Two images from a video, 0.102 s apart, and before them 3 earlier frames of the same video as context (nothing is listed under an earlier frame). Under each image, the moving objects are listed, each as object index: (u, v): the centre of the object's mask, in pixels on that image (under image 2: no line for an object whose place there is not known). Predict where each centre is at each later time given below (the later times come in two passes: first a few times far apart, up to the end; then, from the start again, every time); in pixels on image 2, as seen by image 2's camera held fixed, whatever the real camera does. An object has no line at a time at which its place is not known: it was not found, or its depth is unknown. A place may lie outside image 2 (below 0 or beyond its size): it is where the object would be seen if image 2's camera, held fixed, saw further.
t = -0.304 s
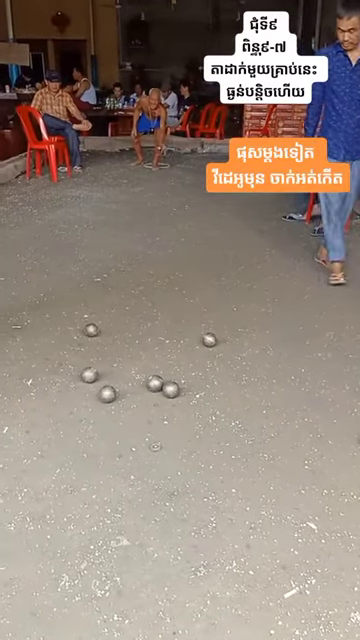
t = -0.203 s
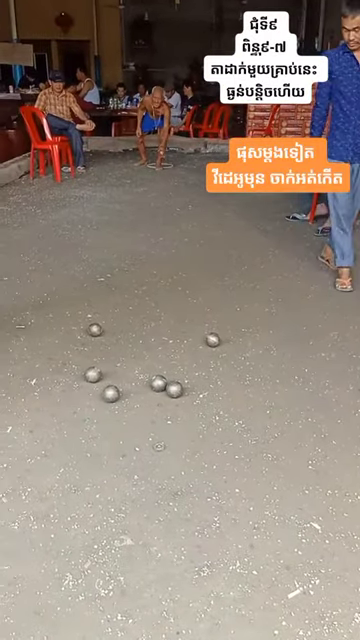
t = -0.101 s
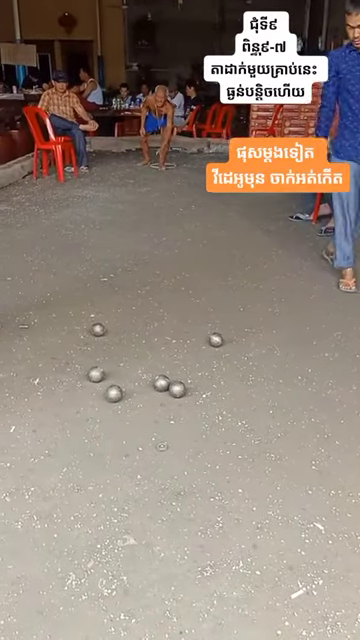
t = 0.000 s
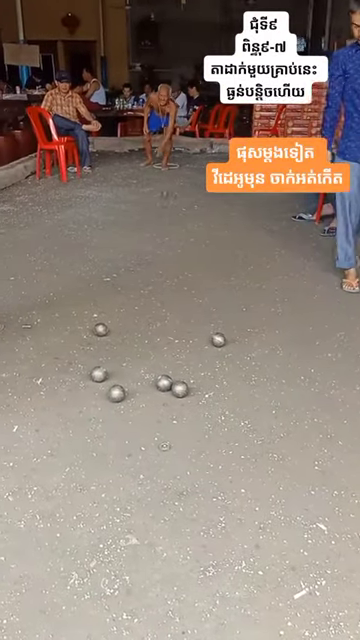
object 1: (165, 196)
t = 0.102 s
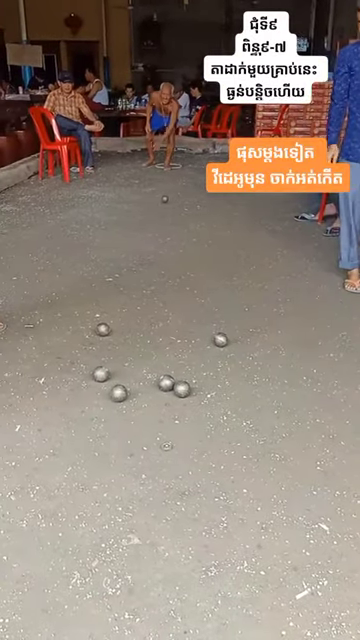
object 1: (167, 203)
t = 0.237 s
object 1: (162, 209)
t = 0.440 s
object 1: (158, 219)
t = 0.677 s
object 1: (153, 231)
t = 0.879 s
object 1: (148, 243)
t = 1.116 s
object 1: (144, 256)
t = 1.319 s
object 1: (141, 264)
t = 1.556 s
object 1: (144, 281)
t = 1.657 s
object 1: (145, 286)
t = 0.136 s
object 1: (165, 203)
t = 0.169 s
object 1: (164, 206)
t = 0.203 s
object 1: (163, 208)
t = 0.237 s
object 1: (162, 209)
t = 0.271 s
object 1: (161, 211)
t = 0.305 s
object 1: (160, 212)
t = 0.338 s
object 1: (160, 214)
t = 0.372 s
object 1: (159, 215)
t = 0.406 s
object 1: (158, 217)
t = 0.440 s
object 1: (158, 219)
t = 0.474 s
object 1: (157, 220)
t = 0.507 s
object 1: (156, 223)
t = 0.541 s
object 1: (156, 223)
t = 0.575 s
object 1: (155, 223)
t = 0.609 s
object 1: (153, 226)
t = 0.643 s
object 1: (153, 229)
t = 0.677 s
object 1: (153, 231)
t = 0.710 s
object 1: (151, 234)
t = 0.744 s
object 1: (151, 235)
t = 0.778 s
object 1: (150, 237)
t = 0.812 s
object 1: (149, 239)
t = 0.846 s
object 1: (149, 241)
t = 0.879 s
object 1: (148, 243)
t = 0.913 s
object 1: (147, 244)
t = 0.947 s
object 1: (147, 247)
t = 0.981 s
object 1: (146, 249)
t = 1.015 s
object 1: (146, 251)
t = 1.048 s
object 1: (145, 253)
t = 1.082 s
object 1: (144, 254)
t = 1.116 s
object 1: (144, 256)
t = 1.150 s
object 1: (143, 259)
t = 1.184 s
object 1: (141, 261)
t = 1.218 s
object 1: (141, 263)
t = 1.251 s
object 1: (141, 264)
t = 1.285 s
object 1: (141, 264)
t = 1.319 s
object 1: (141, 264)
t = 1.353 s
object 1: (142, 268)
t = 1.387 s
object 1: (142, 272)
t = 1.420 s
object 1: (142, 274)
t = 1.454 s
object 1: (142, 276)
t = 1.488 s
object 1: (142, 276)
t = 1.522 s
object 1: (143, 278)
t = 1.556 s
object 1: (144, 281)
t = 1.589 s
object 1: (144, 283)
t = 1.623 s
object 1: (145, 285)
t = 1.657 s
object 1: (145, 286)
